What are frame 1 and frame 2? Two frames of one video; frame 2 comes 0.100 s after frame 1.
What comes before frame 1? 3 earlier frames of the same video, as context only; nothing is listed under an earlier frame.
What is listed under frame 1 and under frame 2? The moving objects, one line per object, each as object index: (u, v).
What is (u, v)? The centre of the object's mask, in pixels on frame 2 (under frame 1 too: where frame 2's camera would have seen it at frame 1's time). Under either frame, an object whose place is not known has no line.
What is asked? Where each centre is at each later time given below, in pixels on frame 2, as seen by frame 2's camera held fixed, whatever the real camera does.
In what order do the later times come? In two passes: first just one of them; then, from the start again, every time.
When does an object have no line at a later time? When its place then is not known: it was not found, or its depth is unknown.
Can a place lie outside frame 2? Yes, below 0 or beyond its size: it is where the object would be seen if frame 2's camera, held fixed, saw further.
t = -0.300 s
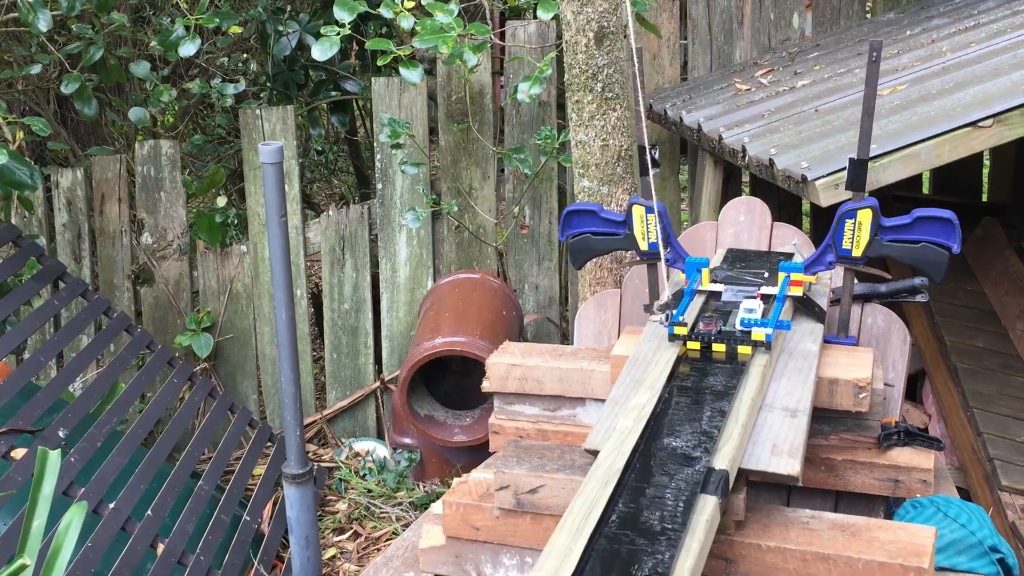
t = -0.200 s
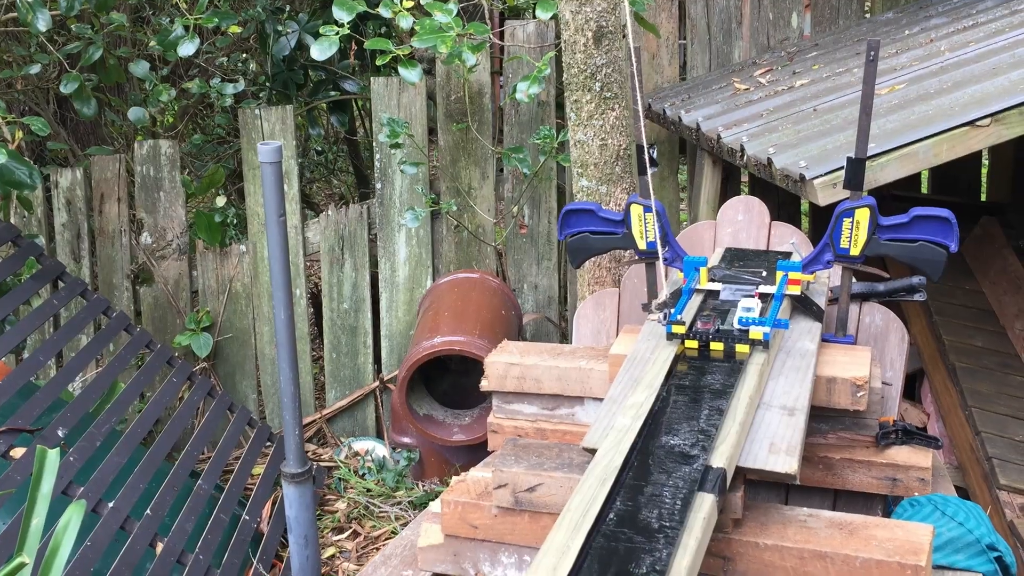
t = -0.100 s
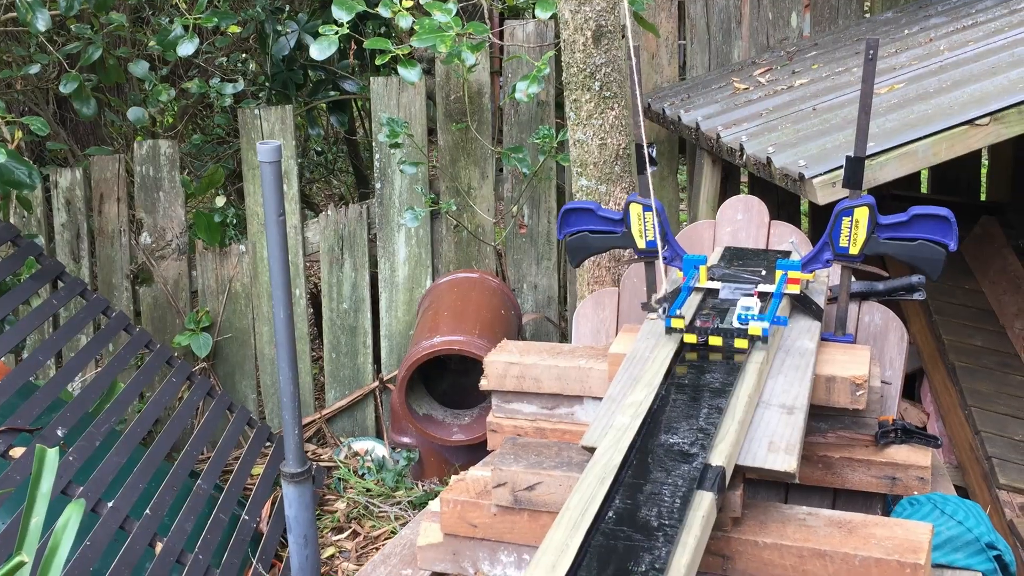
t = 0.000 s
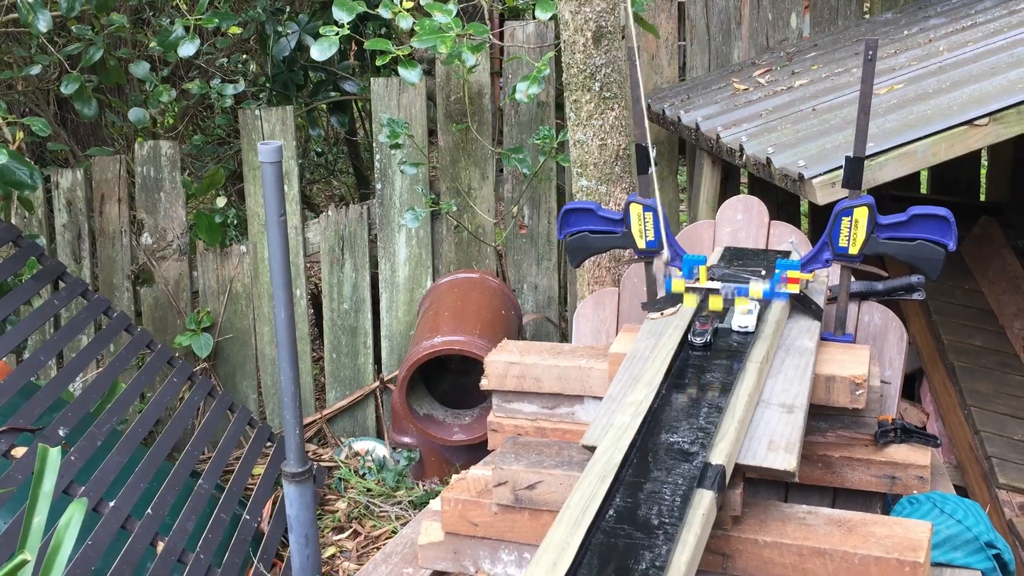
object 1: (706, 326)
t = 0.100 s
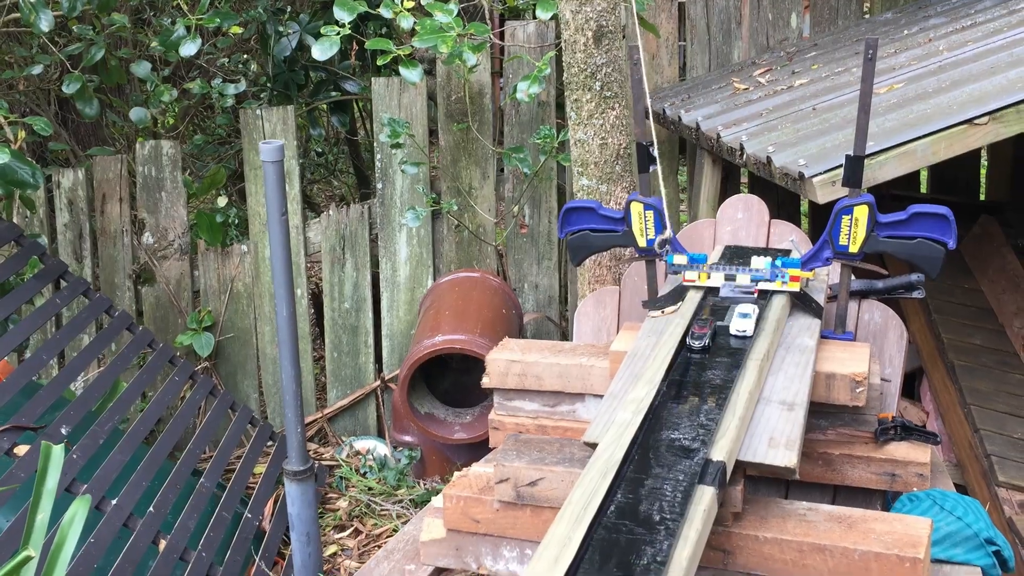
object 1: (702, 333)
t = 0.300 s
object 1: (694, 351)
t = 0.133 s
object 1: (701, 334)
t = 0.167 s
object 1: (700, 336)
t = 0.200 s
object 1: (699, 341)
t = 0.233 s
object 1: (697, 344)
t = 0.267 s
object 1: (696, 348)
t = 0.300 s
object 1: (694, 351)
